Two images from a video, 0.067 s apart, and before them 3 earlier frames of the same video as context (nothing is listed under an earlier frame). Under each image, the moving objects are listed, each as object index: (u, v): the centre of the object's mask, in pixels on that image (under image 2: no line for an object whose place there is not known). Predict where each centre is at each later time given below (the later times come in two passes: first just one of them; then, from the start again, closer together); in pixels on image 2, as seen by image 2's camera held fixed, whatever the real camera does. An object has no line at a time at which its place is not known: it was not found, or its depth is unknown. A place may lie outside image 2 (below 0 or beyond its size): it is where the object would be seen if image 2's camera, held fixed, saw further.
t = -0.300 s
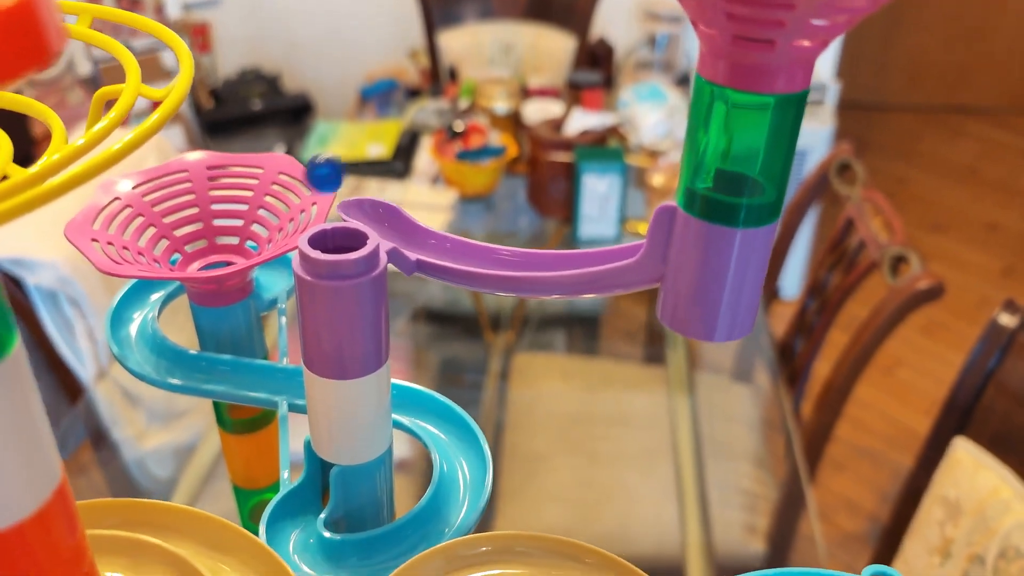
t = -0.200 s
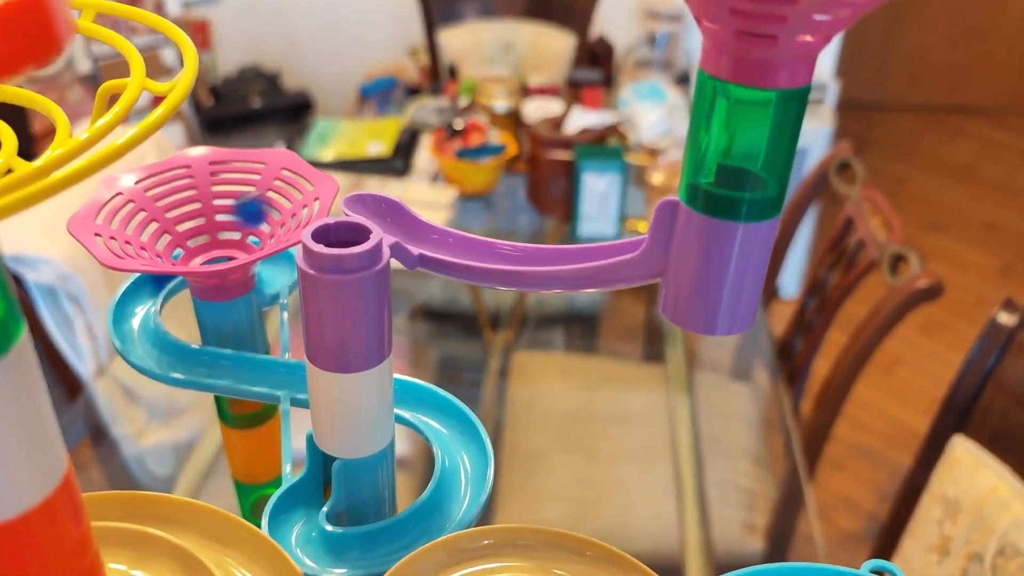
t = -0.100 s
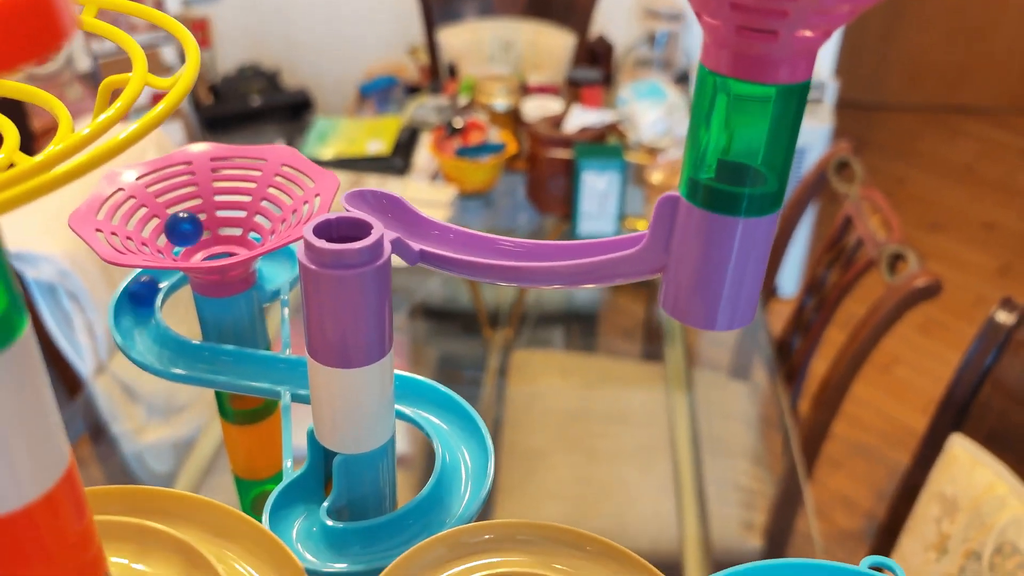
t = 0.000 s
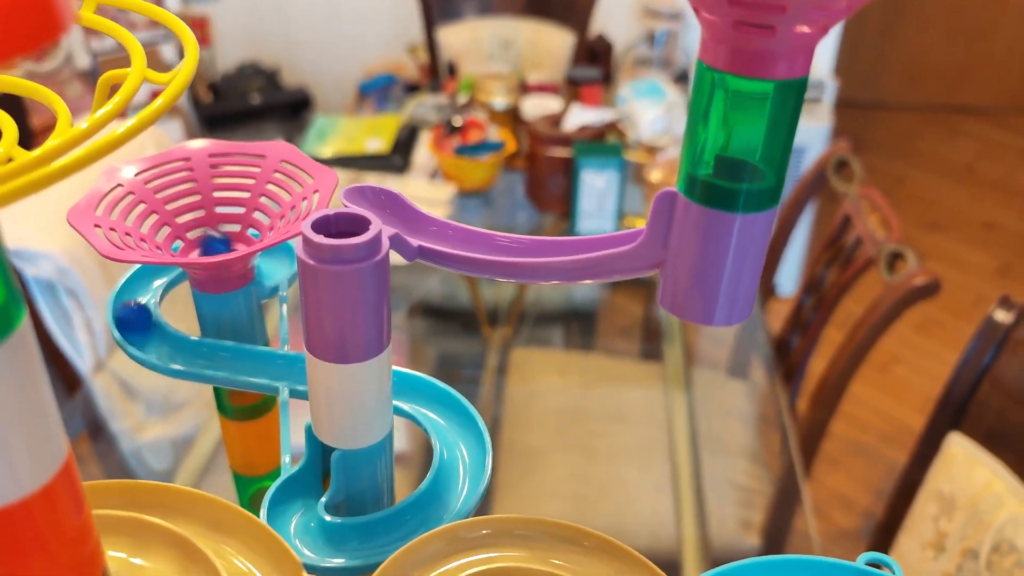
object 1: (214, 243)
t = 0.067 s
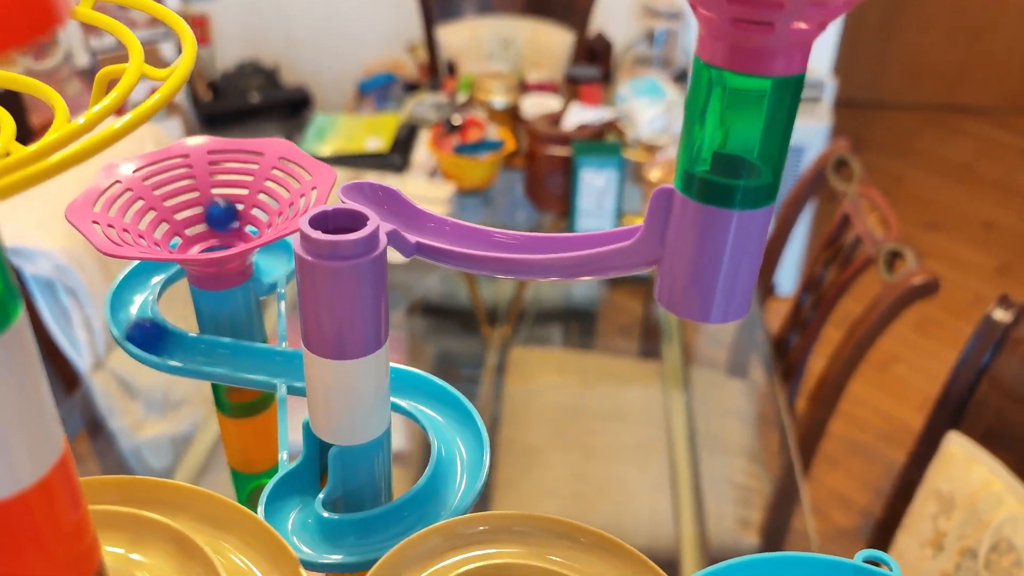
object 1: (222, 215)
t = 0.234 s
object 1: (224, 239)
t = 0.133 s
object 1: (201, 227)
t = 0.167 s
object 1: (200, 240)
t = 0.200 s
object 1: (209, 243)
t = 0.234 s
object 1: (224, 239)
